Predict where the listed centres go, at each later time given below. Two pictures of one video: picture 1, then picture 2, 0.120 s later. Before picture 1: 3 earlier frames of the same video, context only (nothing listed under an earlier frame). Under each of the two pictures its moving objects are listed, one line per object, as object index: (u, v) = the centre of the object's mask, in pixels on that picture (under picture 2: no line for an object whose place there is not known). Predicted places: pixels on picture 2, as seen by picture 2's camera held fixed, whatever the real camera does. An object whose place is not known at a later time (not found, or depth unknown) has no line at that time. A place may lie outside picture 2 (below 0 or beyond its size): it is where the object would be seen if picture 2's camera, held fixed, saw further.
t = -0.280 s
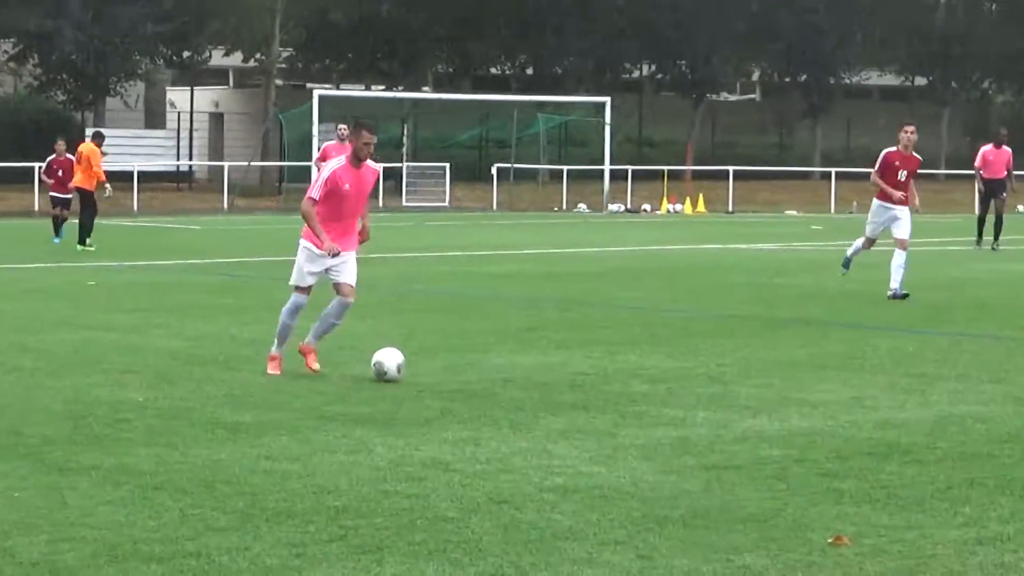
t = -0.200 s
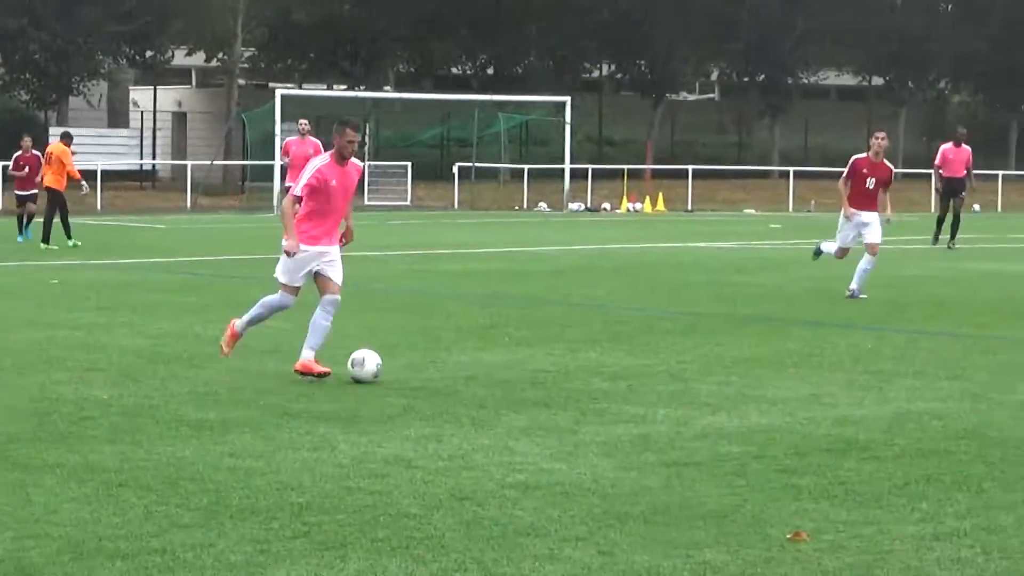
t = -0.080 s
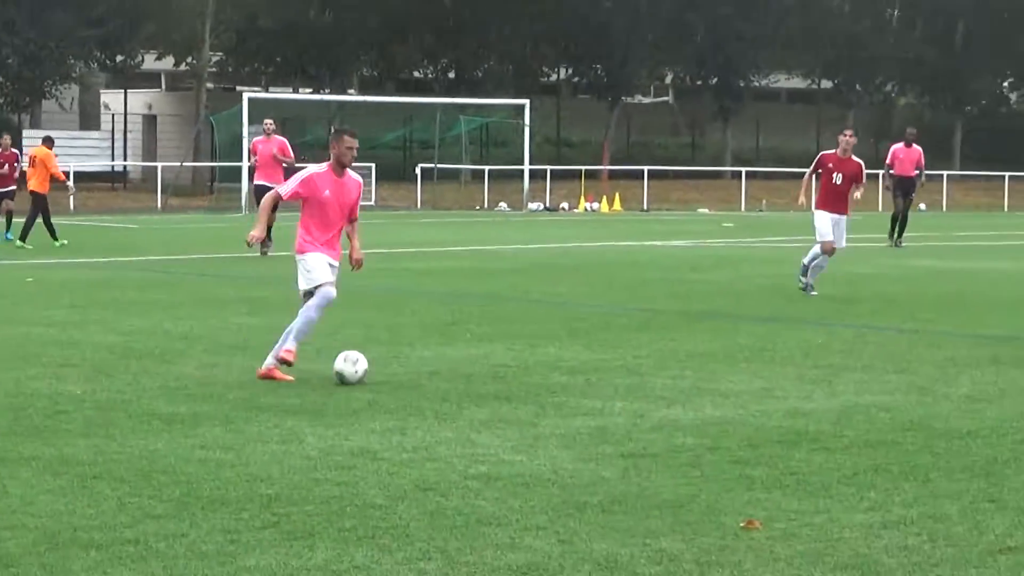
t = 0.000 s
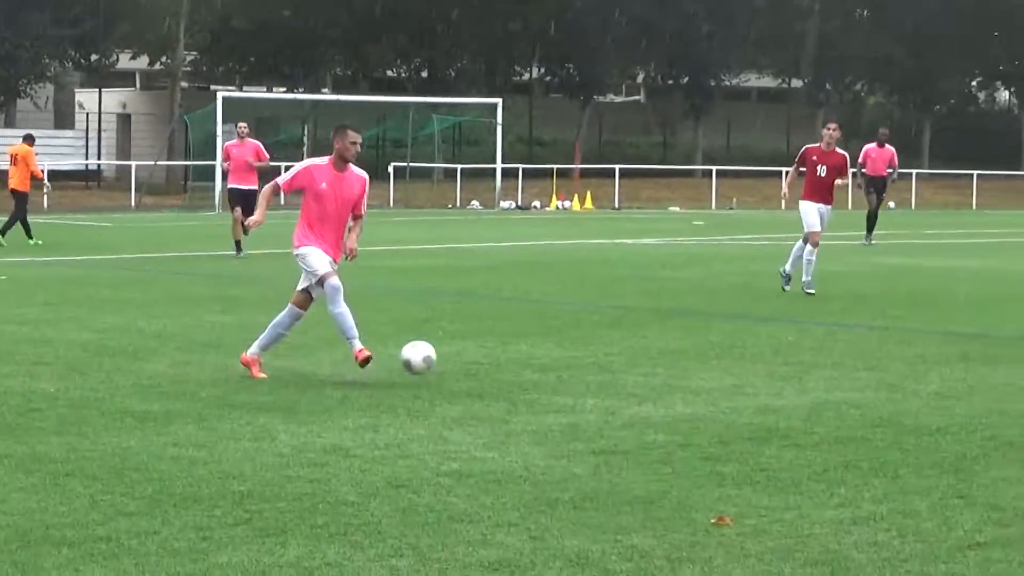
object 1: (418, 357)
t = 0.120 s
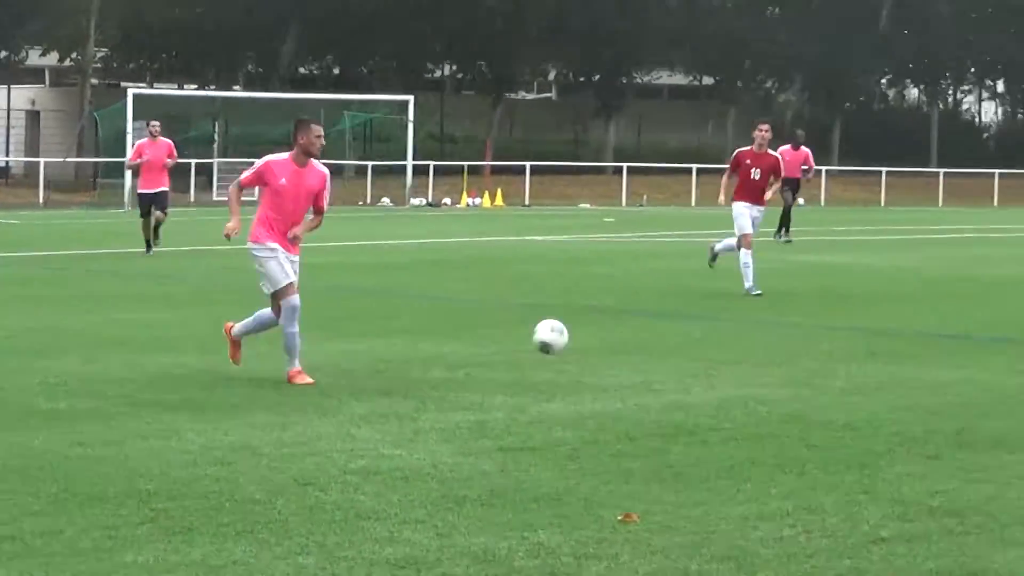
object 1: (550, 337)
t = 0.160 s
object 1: (625, 336)
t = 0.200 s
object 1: (698, 338)
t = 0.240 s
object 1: (774, 342)
